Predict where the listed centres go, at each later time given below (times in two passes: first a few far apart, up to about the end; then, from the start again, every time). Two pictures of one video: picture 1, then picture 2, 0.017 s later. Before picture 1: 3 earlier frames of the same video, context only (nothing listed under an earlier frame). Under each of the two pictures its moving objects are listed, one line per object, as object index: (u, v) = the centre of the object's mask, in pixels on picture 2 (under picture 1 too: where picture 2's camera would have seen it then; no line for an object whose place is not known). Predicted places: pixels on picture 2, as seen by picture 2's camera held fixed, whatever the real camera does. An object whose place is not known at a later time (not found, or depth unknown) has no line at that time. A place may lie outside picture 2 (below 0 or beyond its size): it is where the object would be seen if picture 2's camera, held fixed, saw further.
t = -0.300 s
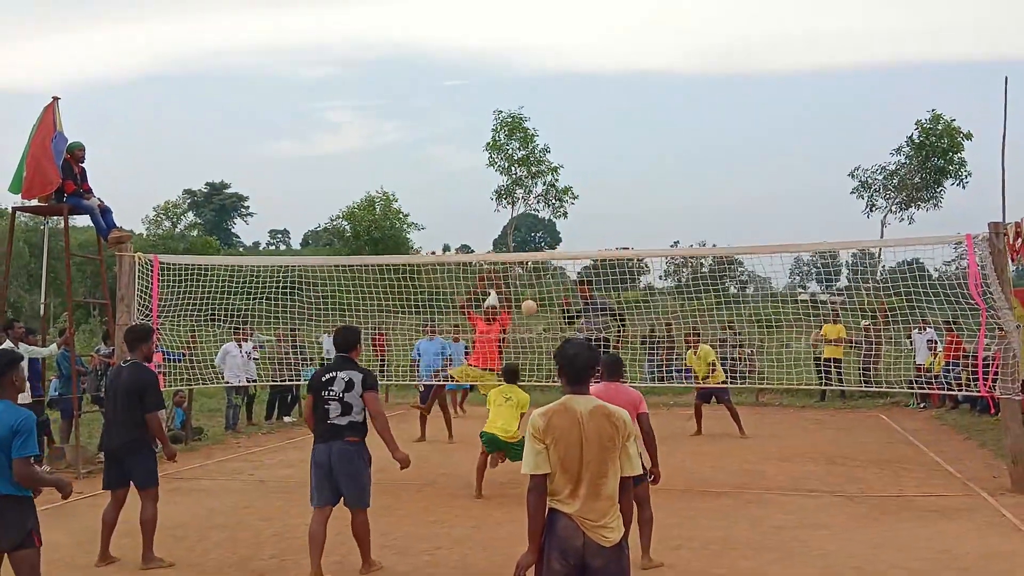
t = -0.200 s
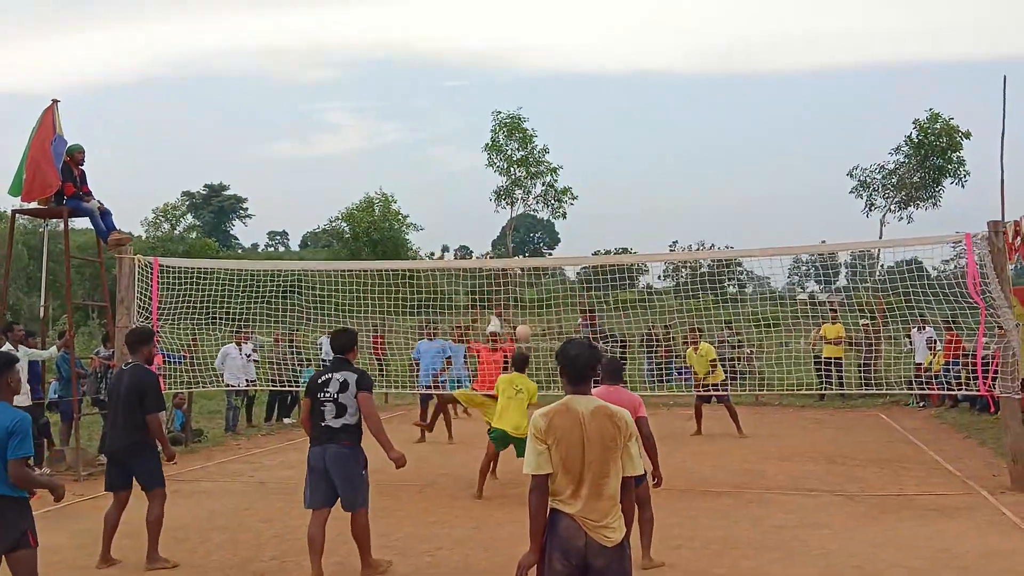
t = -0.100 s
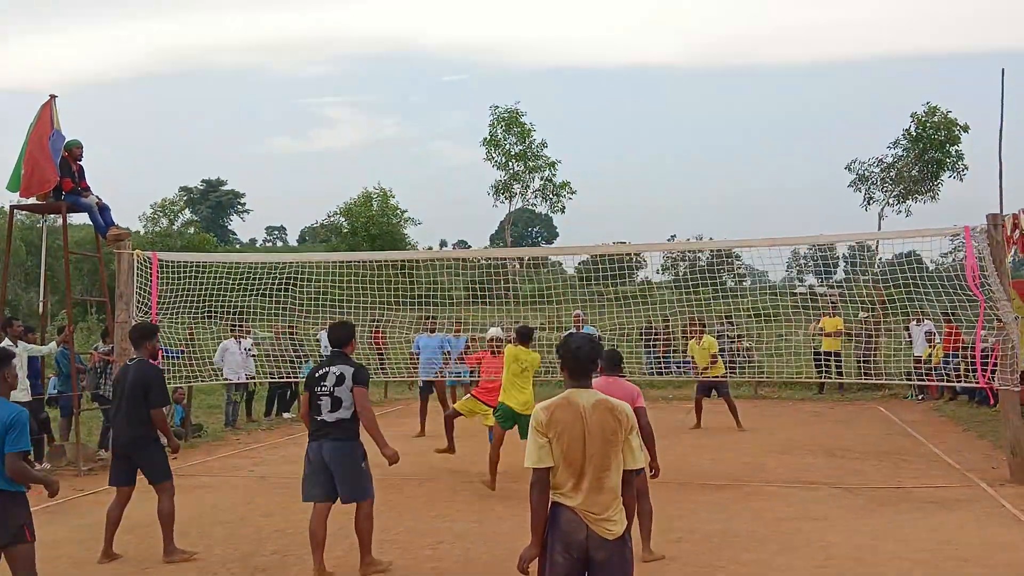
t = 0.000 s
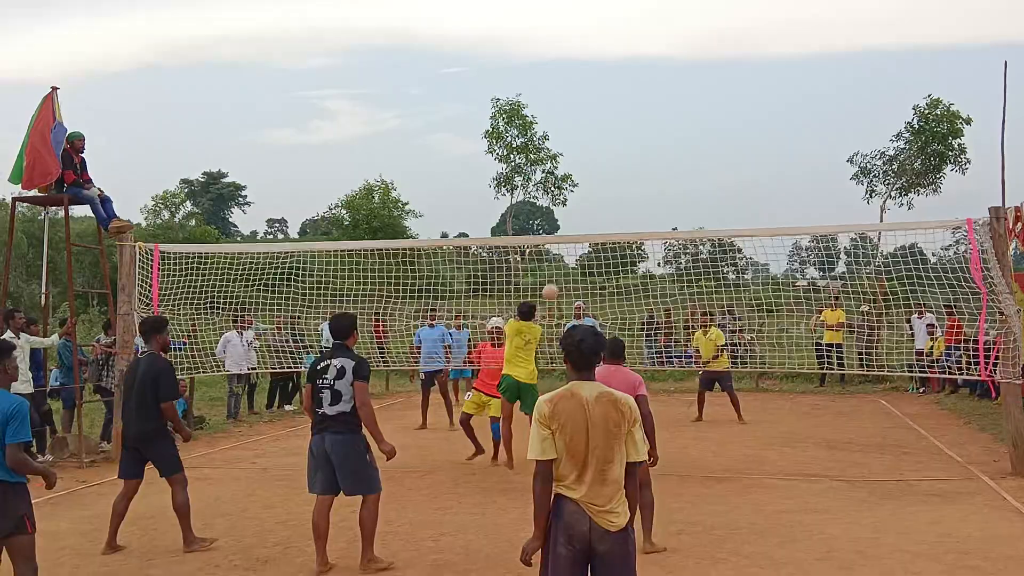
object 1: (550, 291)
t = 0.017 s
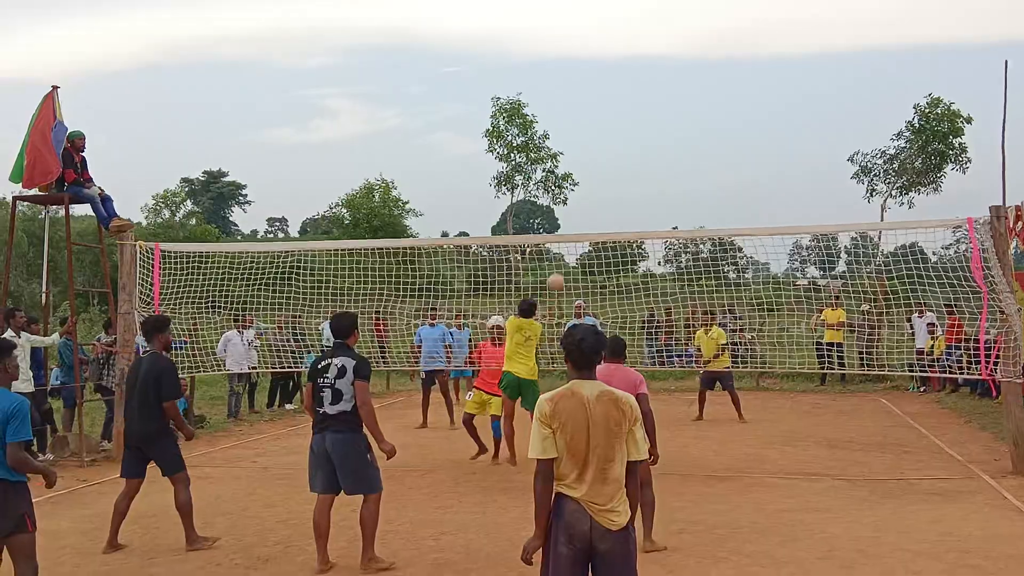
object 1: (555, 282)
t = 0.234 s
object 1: (623, 190)
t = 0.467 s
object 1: (693, 142)
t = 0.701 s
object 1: (763, 147)
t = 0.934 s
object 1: (831, 204)
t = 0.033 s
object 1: (561, 274)
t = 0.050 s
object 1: (566, 264)
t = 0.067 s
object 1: (571, 257)
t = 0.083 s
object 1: (577, 249)
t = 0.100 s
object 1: (581, 240)
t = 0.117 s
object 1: (586, 232)
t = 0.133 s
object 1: (592, 225)
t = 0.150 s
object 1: (597, 218)
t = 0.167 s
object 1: (602, 212)
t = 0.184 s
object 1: (608, 206)
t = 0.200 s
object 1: (613, 201)
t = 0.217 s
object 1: (617, 195)
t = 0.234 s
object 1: (623, 190)
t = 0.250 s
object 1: (628, 184)
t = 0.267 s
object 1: (632, 179)
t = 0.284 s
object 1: (637, 174)
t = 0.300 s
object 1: (643, 170)
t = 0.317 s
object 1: (648, 166)
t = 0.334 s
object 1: (653, 162)
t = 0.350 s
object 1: (658, 158)
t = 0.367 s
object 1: (664, 155)
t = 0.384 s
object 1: (669, 152)
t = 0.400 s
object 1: (674, 149)
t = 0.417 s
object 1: (679, 147)
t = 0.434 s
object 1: (684, 145)
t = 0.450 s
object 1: (688, 144)
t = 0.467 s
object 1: (693, 142)
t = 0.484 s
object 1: (698, 140)
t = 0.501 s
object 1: (703, 139)
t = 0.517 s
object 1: (708, 138)
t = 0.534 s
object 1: (713, 137)
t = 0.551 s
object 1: (718, 137)
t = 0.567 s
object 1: (724, 136)
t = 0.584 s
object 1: (729, 136)
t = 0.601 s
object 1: (734, 137)
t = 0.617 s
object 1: (739, 138)
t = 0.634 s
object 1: (744, 140)
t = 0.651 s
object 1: (748, 141)
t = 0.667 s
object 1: (753, 143)
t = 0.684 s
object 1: (758, 145)
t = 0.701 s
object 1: (763, 147)
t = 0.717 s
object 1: (767, 149)
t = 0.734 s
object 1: (772, 151)
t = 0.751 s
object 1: (777, 154)
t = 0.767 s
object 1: (782, 157)
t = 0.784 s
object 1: (787, 160)
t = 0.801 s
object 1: (792, 164)
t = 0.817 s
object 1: (797, 168)
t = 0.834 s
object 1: (802, 172)
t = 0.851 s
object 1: (807, 177)
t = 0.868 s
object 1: (812, 182)
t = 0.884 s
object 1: (817, 187)
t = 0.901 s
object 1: (822, 192)
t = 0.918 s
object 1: (826, 198)
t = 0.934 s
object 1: (831, 204)
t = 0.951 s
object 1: (836, 209)
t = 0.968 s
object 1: (840, 215)
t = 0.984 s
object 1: (845, 220)
